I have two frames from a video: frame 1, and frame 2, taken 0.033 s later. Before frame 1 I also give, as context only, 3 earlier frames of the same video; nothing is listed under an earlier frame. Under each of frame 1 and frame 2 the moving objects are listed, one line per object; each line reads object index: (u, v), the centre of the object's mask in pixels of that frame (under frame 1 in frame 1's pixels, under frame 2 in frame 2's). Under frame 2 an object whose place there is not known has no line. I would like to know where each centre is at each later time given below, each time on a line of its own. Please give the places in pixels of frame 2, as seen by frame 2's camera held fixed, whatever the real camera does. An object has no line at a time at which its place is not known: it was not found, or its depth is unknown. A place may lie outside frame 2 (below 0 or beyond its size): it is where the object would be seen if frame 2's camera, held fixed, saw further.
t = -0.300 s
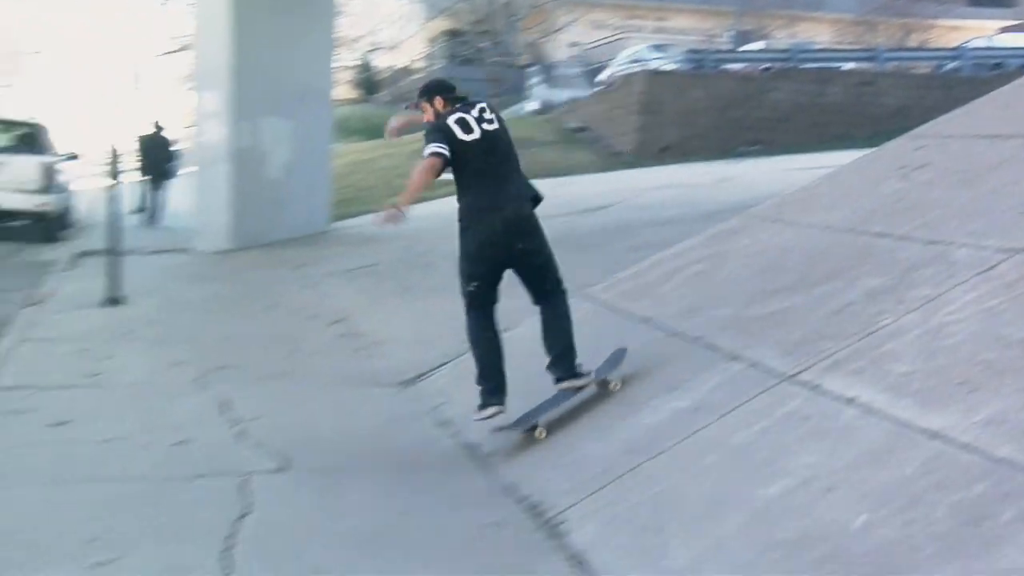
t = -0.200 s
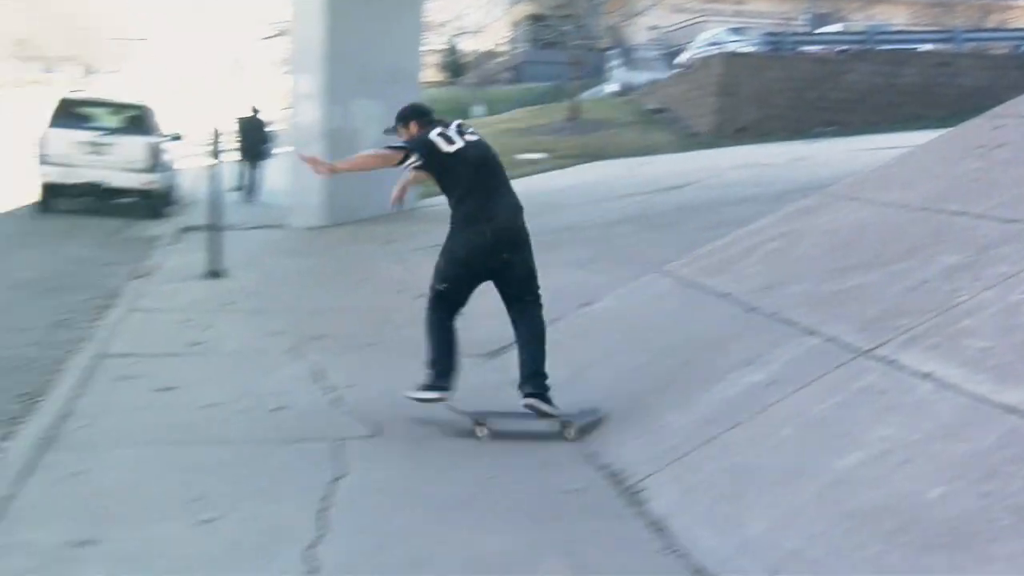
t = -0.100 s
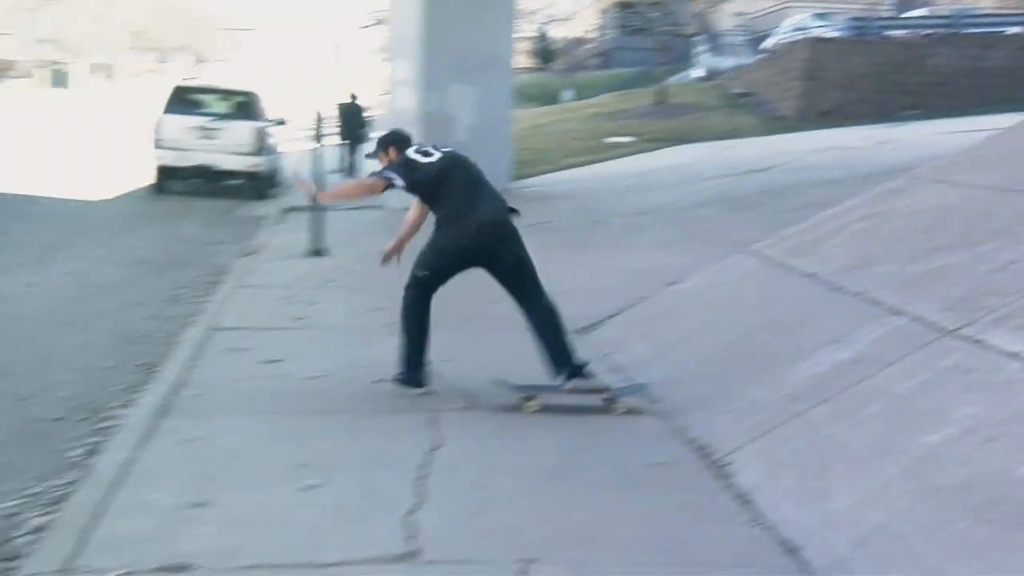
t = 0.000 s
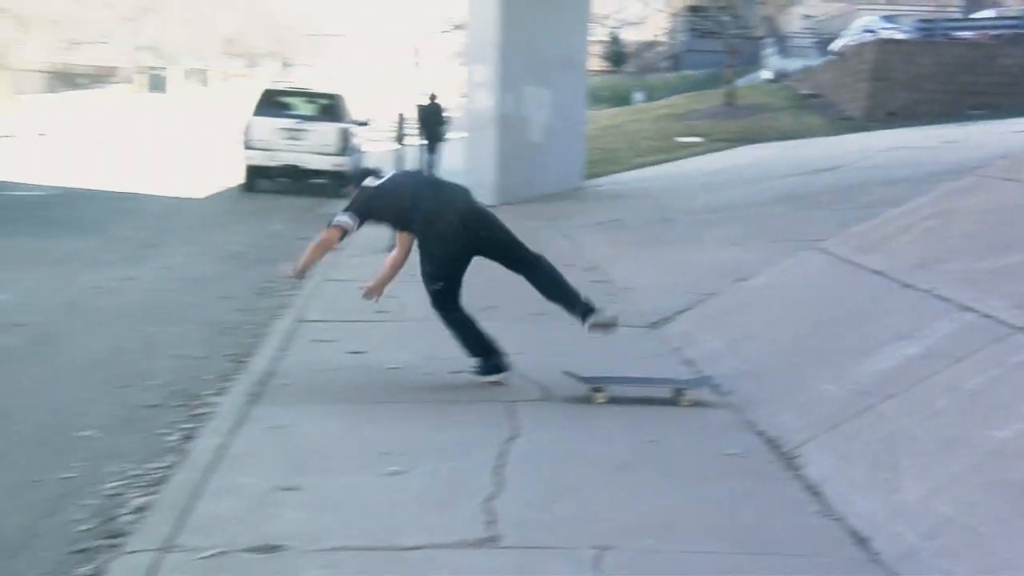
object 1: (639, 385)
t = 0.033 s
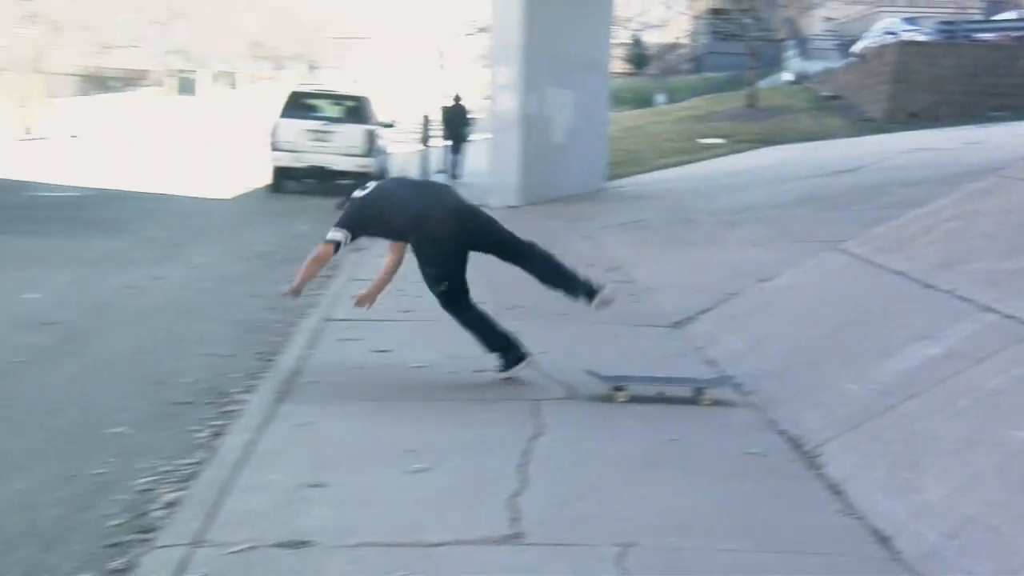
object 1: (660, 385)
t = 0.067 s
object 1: (659, 384)
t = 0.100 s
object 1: (658, 384)
